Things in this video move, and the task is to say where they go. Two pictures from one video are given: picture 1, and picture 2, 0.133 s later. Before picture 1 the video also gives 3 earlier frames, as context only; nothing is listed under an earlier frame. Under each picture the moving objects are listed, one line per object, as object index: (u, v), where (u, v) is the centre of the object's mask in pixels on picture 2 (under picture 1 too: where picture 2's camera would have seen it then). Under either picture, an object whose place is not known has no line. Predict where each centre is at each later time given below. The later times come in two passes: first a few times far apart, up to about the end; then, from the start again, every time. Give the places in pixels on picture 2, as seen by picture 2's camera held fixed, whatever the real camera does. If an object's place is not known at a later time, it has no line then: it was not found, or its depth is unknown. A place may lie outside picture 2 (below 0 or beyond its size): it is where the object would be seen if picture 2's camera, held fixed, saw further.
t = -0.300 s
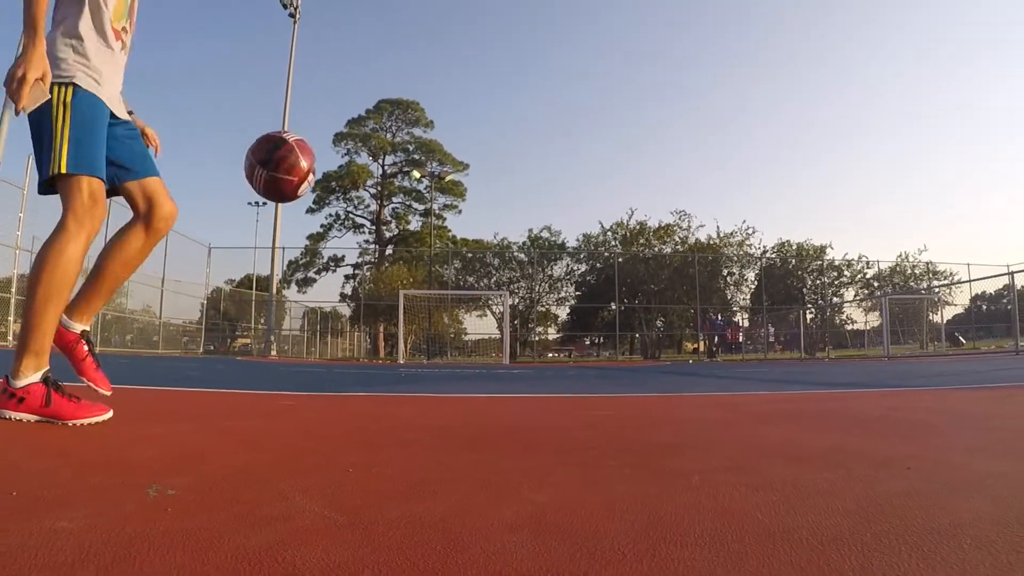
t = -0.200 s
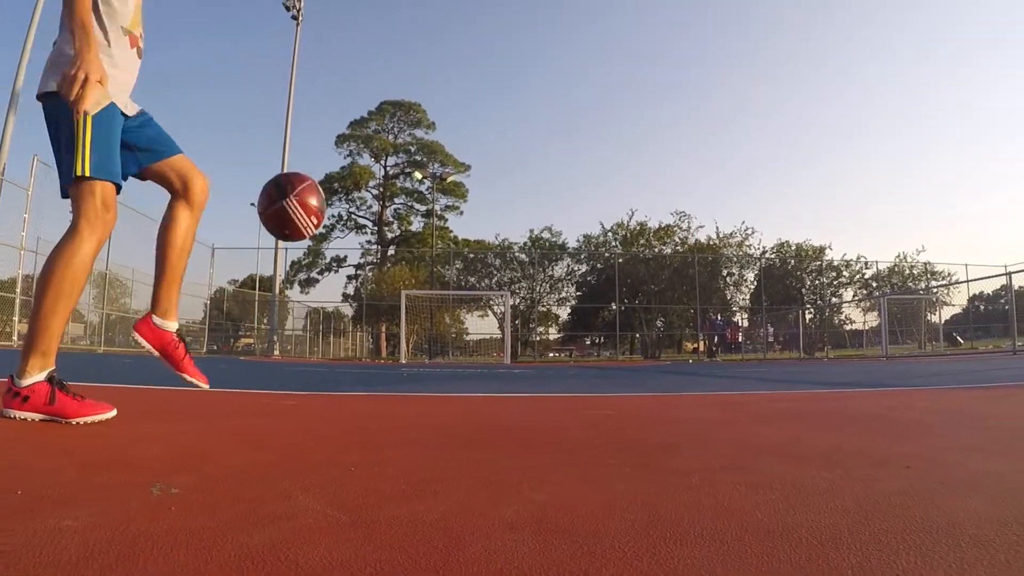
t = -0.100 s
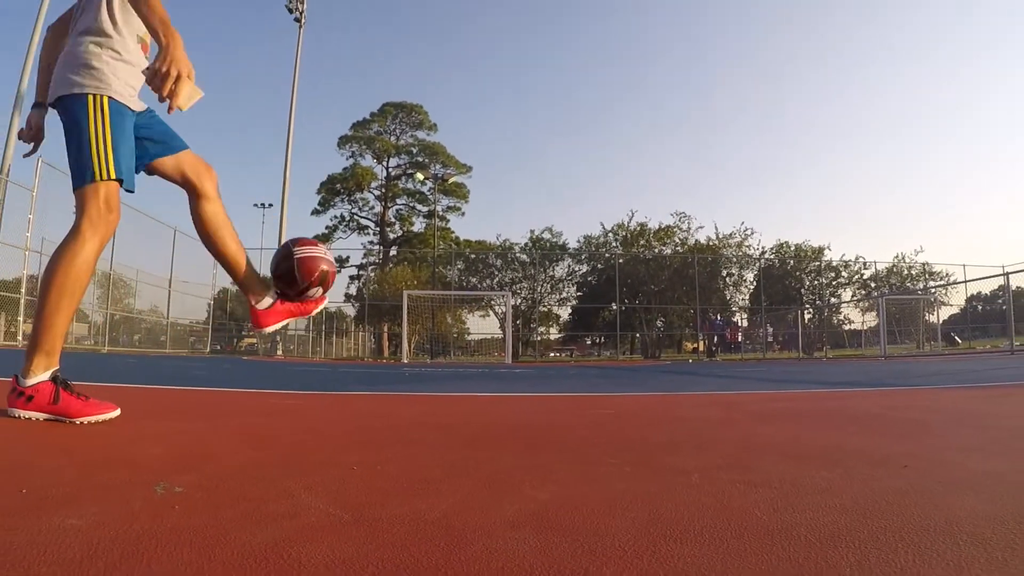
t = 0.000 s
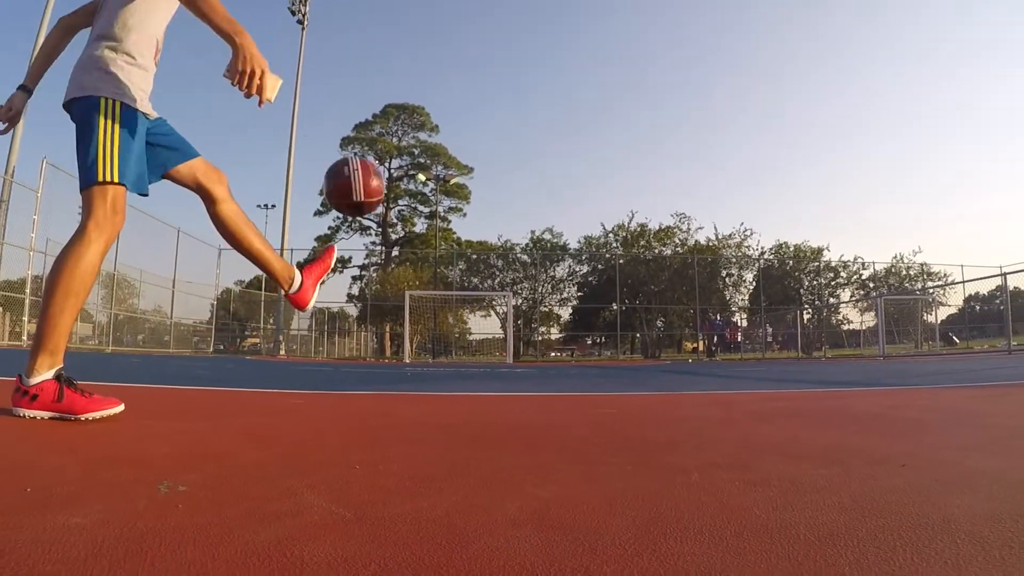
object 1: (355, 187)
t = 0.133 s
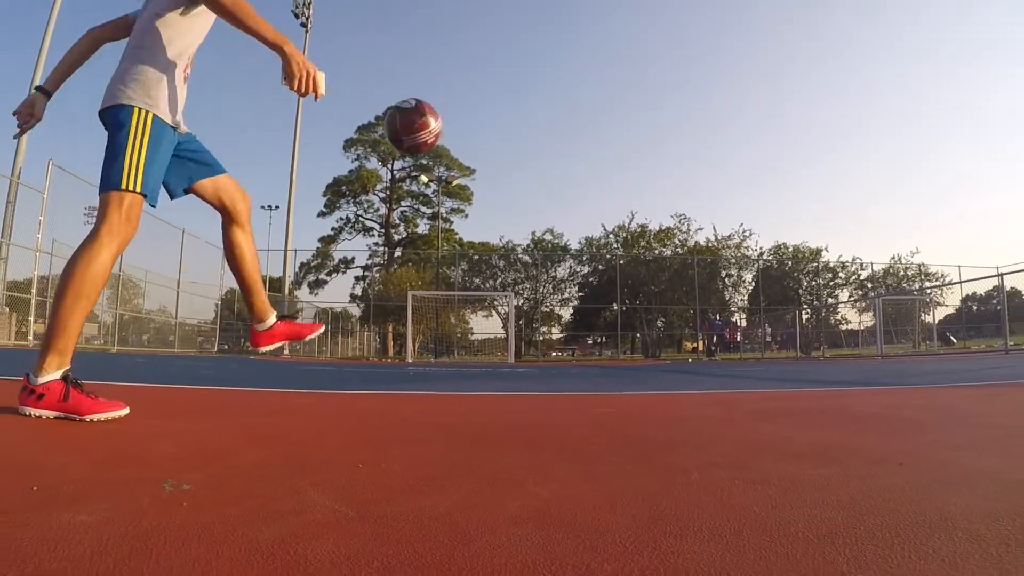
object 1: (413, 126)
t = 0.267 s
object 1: (464, 115)
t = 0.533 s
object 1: (554, 205)
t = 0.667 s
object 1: (596, 306)
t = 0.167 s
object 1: (426, 119)
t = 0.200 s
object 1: (439, 115)
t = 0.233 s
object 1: (451, 114)
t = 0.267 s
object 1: (464, 115)
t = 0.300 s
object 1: (475, 118)
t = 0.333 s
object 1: (487, 123)
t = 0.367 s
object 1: (499, 131)
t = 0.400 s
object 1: (510, 141)
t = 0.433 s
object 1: (521, 153)
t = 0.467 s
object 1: (532, 168)
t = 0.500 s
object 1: (543, 185)
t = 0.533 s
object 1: (554, 205)
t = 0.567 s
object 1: (564, 227)
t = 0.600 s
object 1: (575, 251)
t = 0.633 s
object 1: (586, 277)
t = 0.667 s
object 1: (596, 306)
